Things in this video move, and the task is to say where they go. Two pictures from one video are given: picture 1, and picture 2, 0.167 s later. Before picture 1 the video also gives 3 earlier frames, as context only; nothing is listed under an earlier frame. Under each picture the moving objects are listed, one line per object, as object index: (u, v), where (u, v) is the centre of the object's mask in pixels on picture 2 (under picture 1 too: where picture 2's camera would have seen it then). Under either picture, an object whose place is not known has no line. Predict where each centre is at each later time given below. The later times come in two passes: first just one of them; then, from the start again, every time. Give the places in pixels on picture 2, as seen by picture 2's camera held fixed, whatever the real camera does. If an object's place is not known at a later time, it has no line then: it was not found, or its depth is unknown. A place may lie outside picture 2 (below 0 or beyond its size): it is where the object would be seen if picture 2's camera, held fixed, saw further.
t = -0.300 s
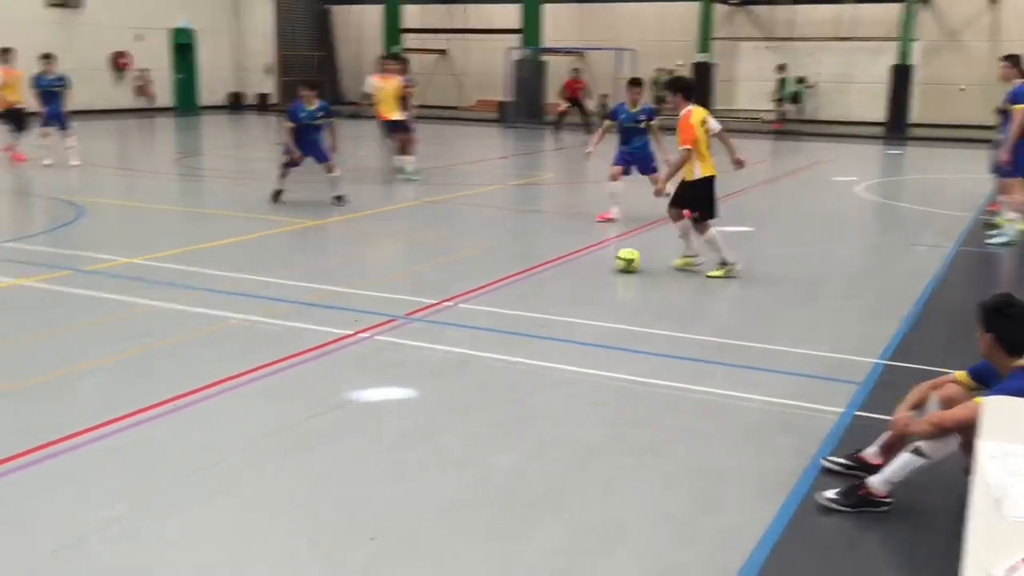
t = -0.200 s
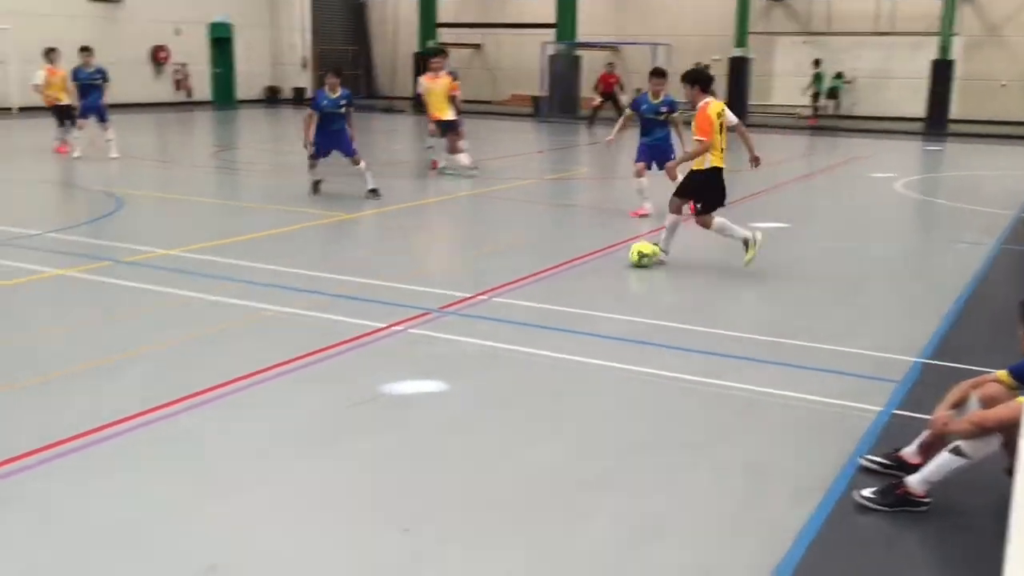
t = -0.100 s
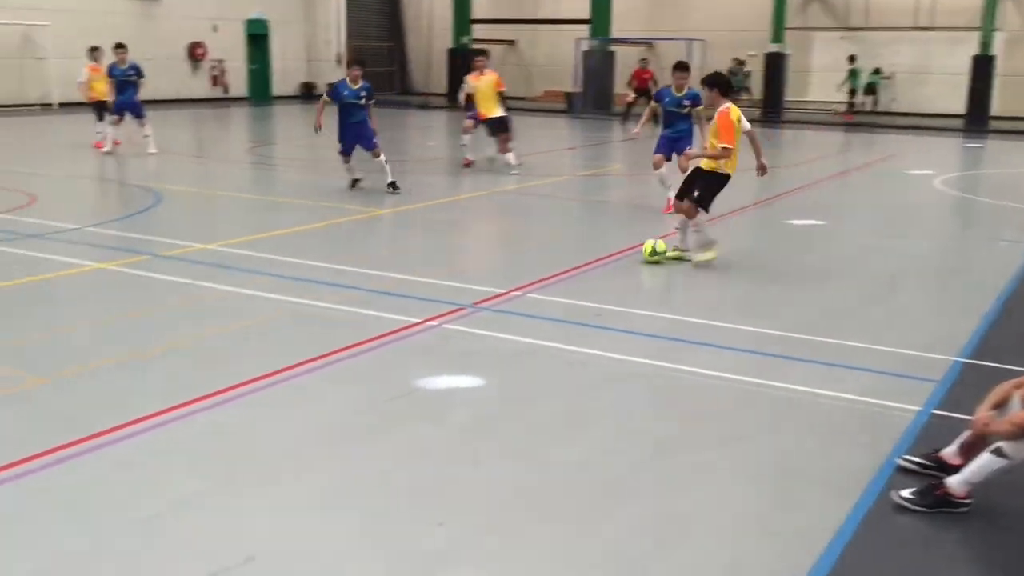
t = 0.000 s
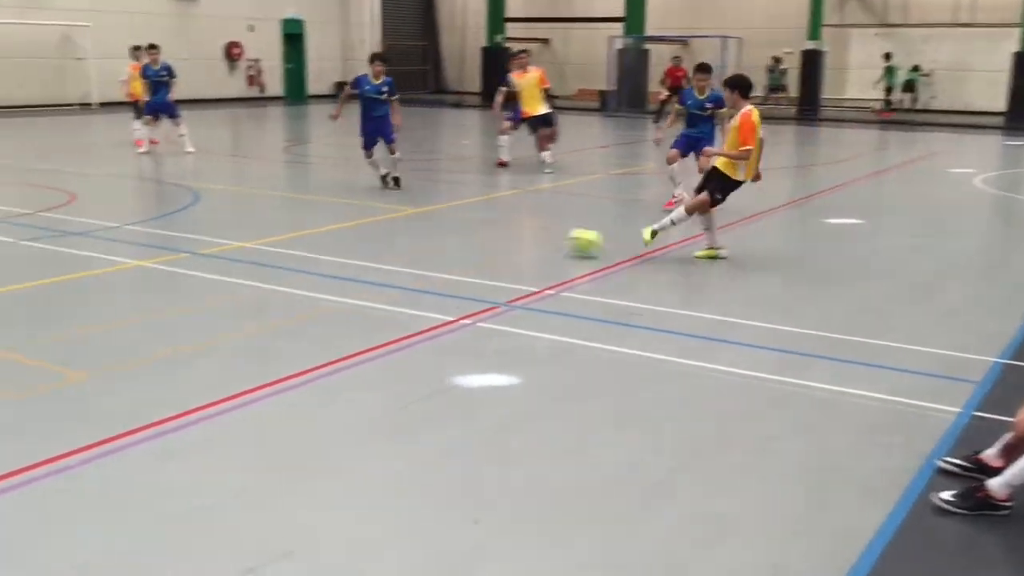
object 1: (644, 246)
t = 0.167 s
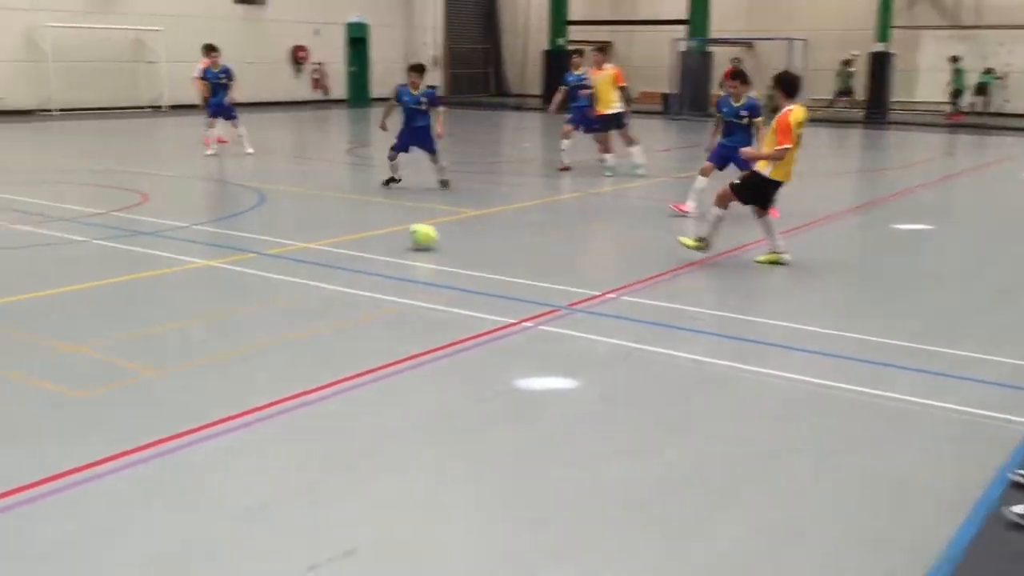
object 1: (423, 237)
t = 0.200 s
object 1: (384, 235)
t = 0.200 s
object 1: (384, 235)
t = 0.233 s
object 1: (346, 232)
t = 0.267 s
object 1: (309, 232)
